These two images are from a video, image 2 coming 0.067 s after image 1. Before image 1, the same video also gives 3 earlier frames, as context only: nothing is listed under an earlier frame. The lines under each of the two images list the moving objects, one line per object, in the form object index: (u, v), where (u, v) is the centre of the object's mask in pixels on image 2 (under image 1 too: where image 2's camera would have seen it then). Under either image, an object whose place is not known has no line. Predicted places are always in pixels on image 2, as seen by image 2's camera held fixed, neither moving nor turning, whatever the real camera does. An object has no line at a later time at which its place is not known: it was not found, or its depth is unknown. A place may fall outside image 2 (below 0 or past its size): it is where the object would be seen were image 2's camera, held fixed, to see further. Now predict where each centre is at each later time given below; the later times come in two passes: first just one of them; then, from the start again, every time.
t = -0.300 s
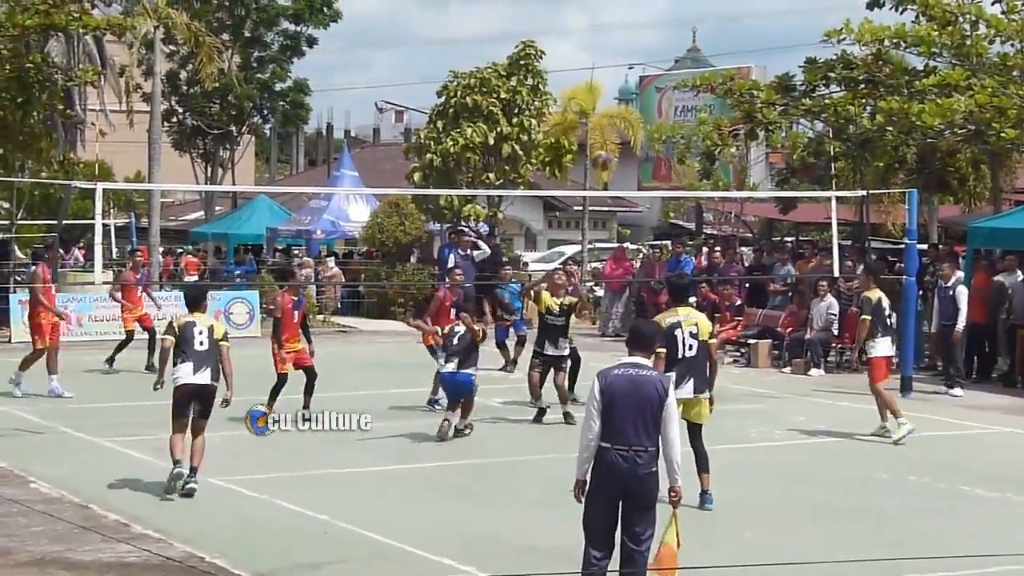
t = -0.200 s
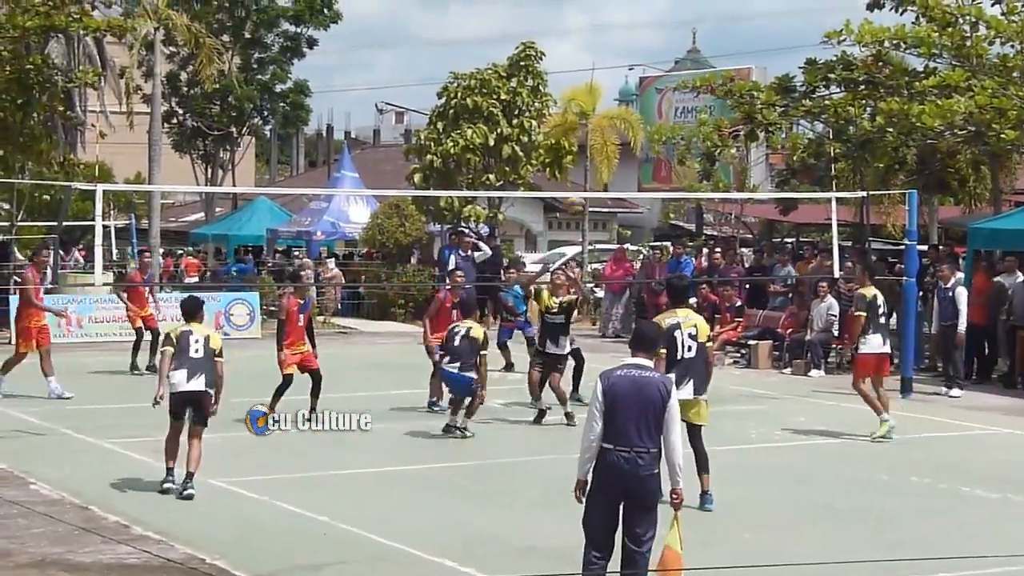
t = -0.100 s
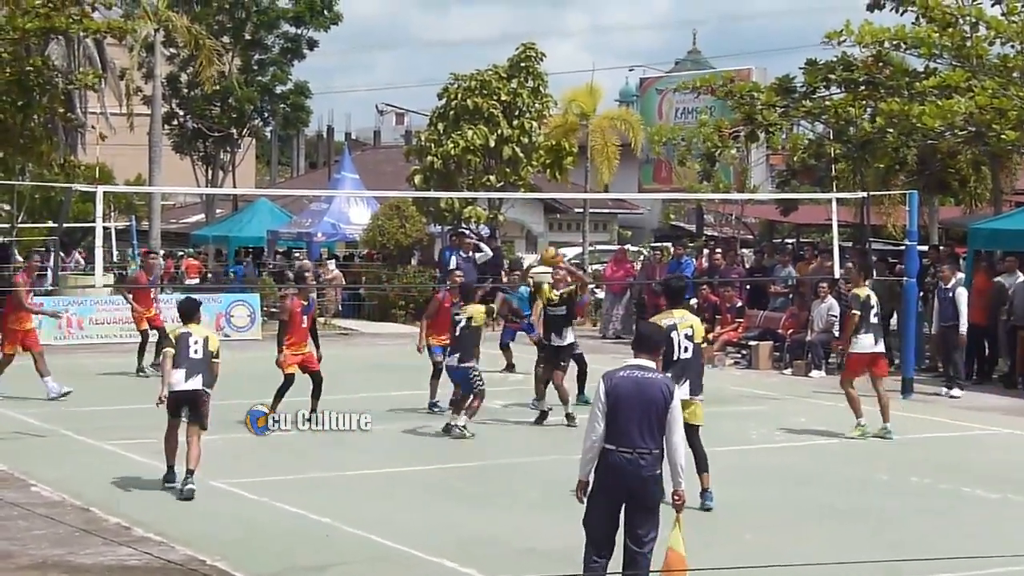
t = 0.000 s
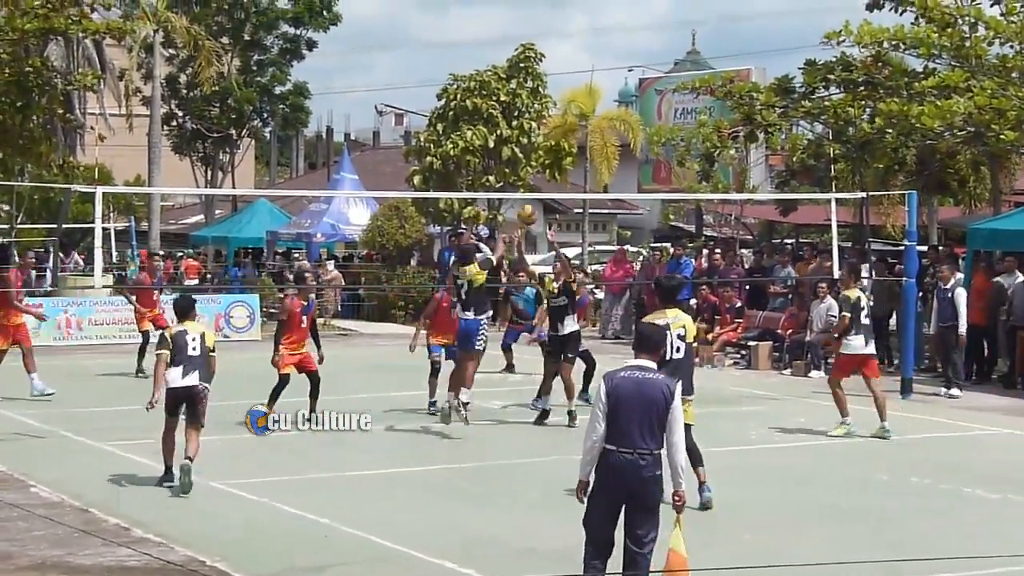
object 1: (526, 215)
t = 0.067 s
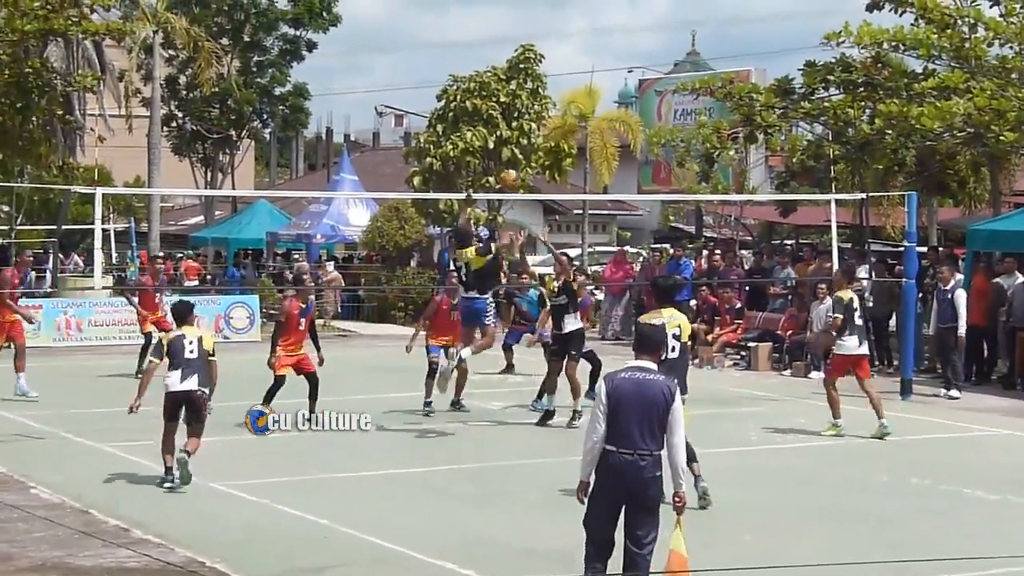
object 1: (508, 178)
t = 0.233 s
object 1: (466, 106)
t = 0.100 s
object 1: (501, 160)
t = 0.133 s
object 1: (492, 145)
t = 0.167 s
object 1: (484, 132)
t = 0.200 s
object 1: (475, 118)
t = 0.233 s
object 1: (466, 106)
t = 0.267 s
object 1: (458, 95)
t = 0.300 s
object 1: (449, 85)
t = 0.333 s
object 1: (440, 78)
